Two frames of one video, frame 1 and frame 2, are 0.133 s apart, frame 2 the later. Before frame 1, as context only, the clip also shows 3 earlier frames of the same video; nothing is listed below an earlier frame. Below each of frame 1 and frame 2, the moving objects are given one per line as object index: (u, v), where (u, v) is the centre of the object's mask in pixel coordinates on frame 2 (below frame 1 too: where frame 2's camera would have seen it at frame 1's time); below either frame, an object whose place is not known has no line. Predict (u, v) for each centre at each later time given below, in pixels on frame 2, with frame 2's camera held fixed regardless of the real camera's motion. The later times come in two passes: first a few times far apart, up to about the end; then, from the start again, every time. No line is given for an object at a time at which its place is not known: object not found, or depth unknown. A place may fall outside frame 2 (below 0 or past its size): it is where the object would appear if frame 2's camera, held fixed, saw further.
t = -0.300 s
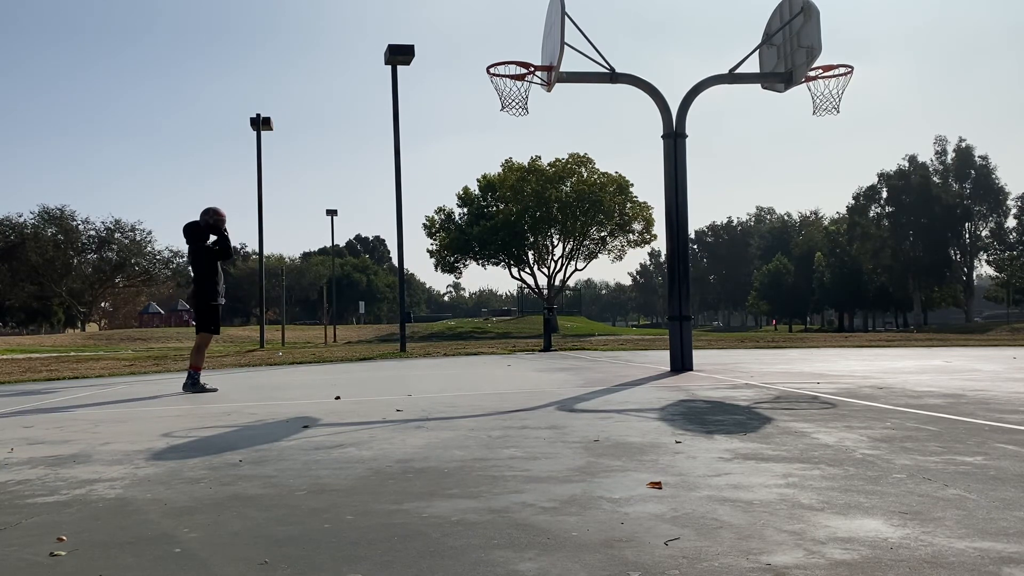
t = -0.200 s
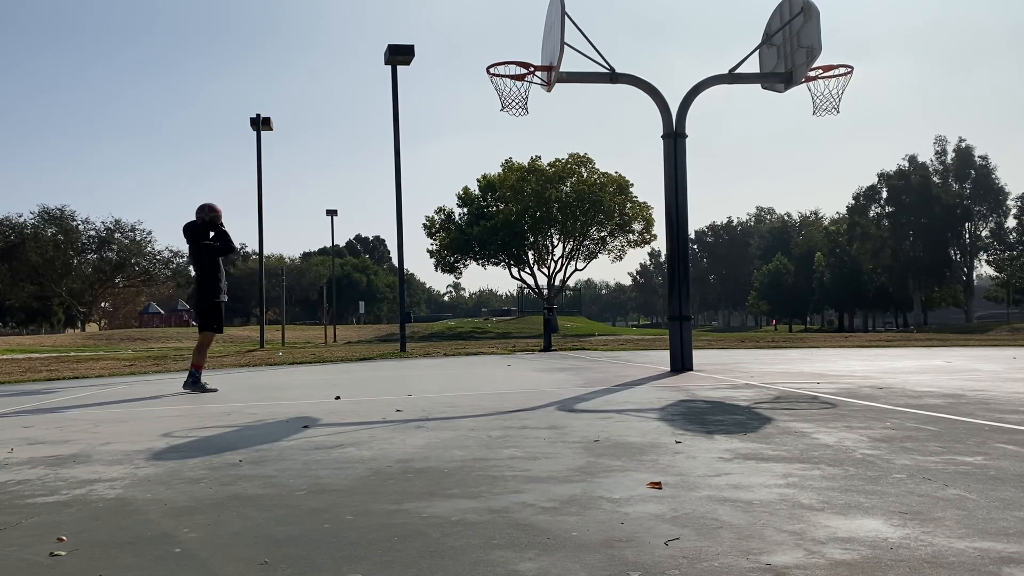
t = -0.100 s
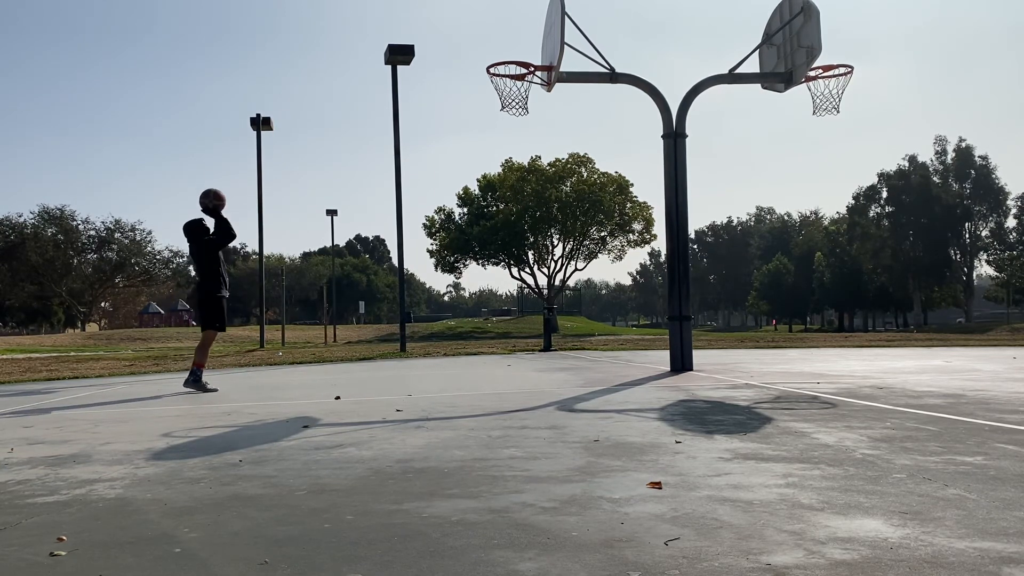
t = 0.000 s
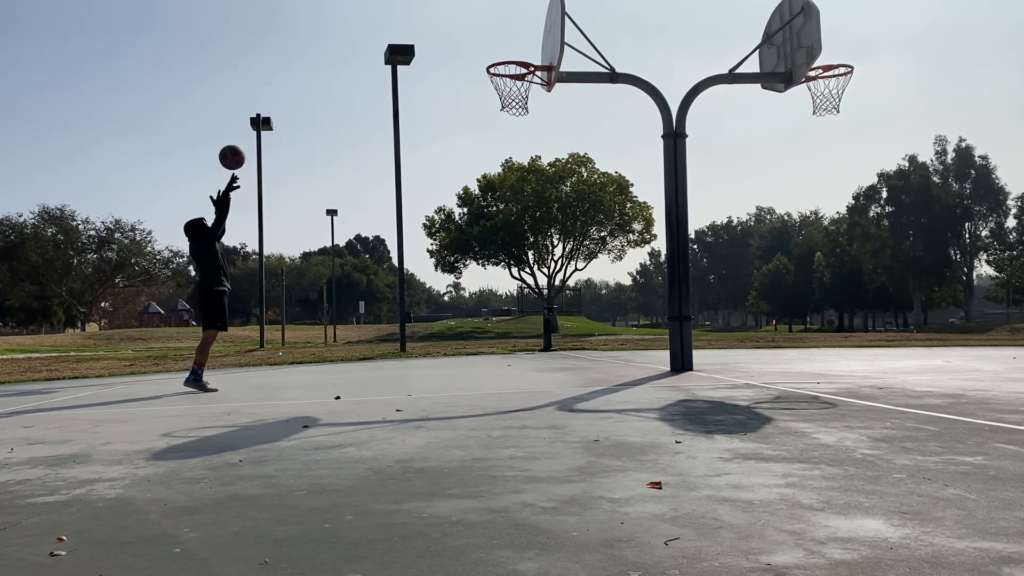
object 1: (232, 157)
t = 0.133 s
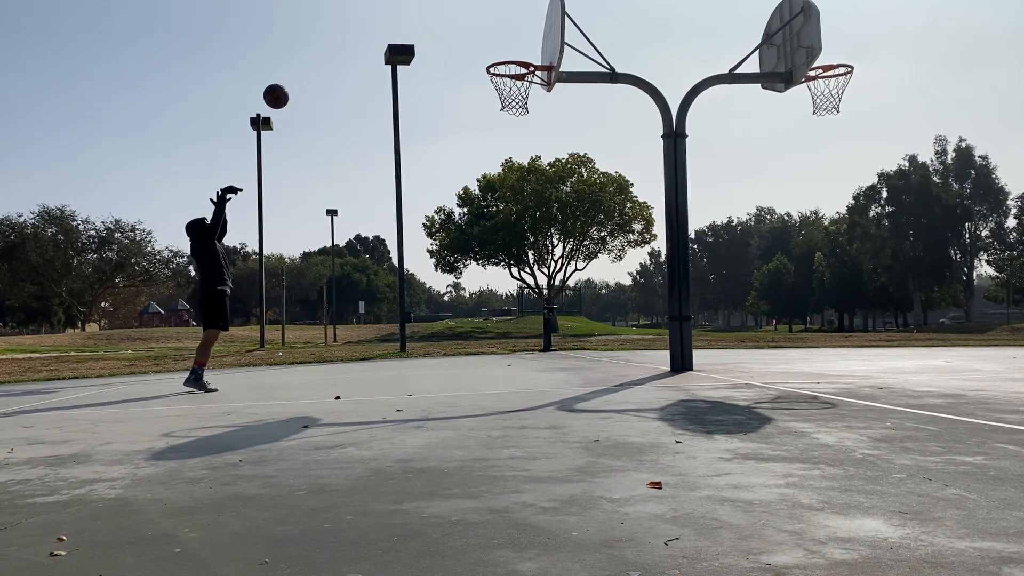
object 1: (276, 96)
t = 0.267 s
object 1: (319, 54)
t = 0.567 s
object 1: (415, 24)
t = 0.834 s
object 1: (489, 49)
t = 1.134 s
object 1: (511, 22)
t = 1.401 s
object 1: (524, 53)
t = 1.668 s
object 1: (491, 41)
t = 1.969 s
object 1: (453, 107)
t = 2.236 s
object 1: (421, 235)
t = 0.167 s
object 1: (287, 84)
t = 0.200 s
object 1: (298, 73)
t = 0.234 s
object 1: (308, 63)
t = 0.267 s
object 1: (319, 54)
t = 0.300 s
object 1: (330, 46)
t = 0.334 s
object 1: (341, 39)
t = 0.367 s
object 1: (352, 34)
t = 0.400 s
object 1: (362, 29)
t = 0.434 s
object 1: (373, 26)
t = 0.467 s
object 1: (383, 24)
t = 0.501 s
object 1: (394, 23)
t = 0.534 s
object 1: (405, 23)
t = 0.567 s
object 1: (415, 24)
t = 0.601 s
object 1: (426, 26)
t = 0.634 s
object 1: (436, 30)
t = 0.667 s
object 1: (447, 34)
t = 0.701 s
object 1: (457, 39)
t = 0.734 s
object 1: (468, 46)
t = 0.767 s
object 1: (479, 54)
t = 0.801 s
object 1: (486, 58)
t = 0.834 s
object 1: (489, 49)
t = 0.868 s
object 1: (491, 42)
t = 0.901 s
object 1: (493, 36)
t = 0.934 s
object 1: (496, 31)
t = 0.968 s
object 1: (498, 27)
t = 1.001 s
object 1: (500, 24)
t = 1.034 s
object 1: (503, 22)
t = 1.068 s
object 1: (505, 21)
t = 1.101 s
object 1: (508, 21)
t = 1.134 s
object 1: (511, 22)
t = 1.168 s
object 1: (513, 25)
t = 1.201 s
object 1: (516, 28)
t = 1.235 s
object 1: (519, 33)
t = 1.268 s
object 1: (521, 38)
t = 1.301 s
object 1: (524, 45)
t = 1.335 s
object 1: (527, 53)
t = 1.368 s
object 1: (528, 58)
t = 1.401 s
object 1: (524, 53)
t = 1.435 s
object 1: (520, 46)
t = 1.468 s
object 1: (516, 42)
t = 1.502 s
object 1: (511, 39)
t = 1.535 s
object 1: (507, 38)
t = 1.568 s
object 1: (503, 37)
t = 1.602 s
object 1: (499, 37)
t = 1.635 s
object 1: (495, 38)
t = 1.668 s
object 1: (491, 41)
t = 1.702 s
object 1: (487, 44)
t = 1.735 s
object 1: (483, 49)
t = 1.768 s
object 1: (479, 55)
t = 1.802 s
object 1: (475, 62)
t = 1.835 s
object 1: (471, 68)
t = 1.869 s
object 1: (466, 76)
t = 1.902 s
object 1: (462, 85)
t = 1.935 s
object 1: (458, 95)
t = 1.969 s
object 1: (453, 107)
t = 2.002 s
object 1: (449, 119)
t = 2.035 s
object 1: (445, 132)
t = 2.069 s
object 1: (441, 147)
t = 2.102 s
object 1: (437, 162)
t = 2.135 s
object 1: (433, 179)
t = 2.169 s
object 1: (429, 197)
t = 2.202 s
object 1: (425, 216)
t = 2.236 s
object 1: (421, 235)
